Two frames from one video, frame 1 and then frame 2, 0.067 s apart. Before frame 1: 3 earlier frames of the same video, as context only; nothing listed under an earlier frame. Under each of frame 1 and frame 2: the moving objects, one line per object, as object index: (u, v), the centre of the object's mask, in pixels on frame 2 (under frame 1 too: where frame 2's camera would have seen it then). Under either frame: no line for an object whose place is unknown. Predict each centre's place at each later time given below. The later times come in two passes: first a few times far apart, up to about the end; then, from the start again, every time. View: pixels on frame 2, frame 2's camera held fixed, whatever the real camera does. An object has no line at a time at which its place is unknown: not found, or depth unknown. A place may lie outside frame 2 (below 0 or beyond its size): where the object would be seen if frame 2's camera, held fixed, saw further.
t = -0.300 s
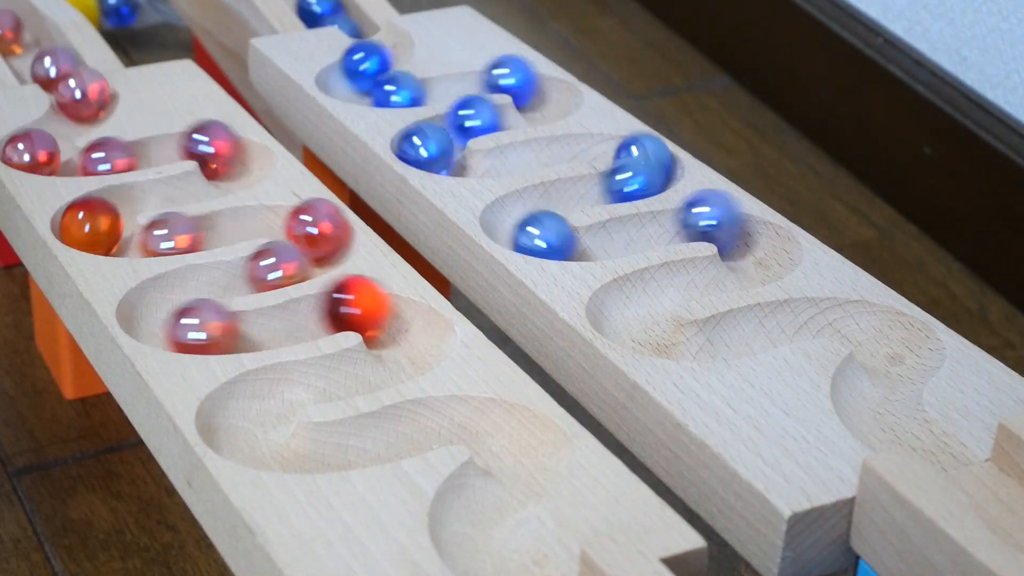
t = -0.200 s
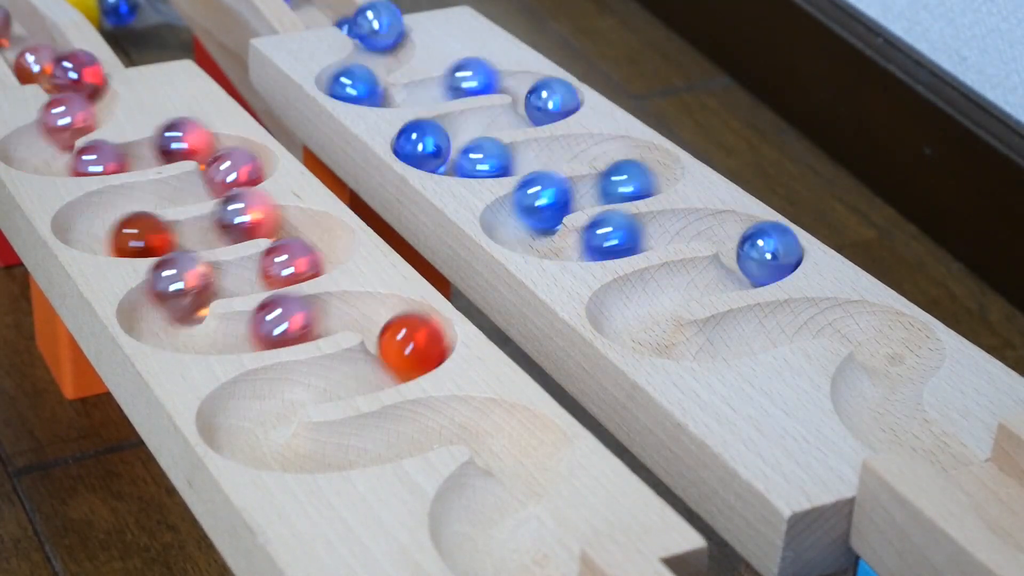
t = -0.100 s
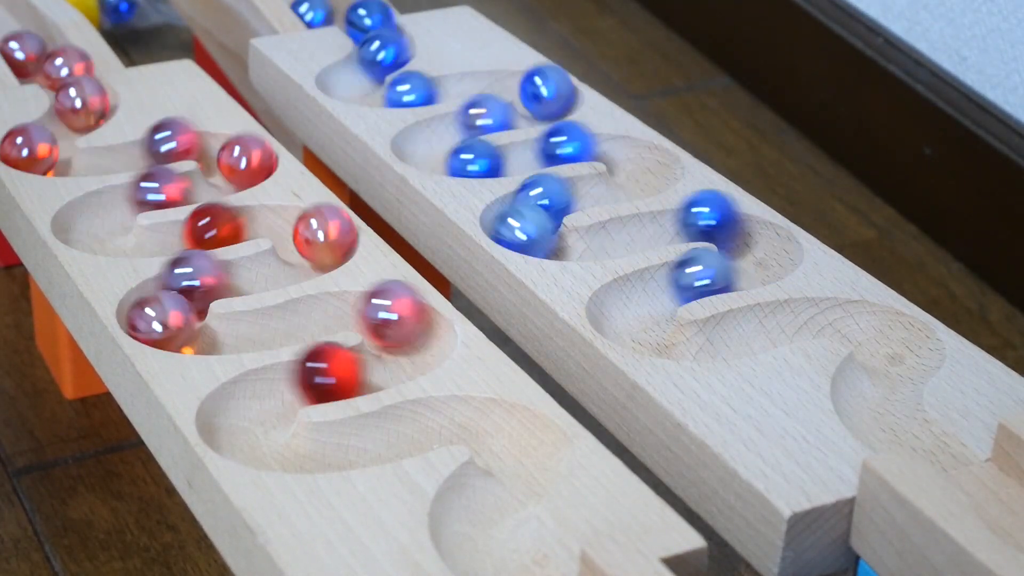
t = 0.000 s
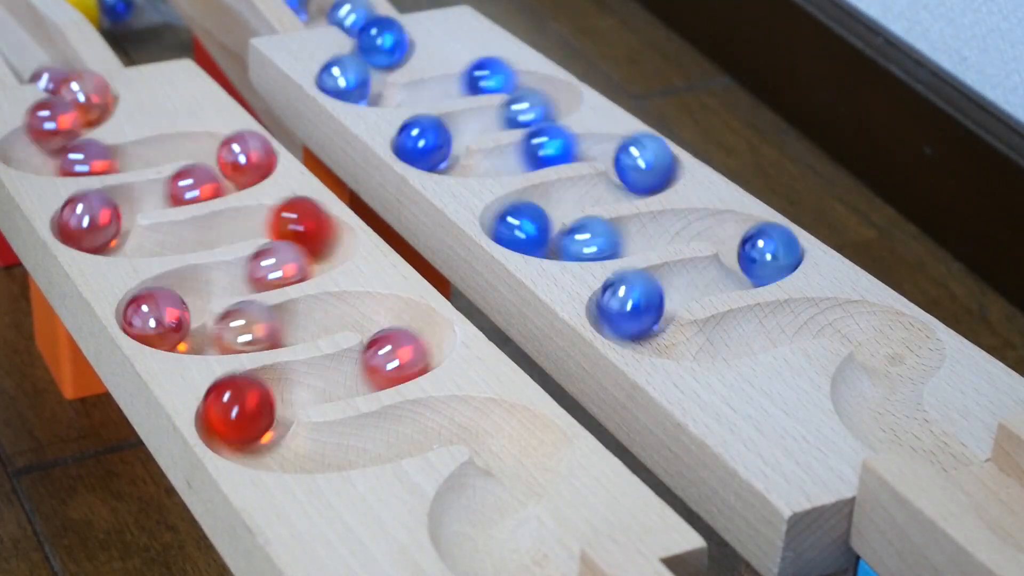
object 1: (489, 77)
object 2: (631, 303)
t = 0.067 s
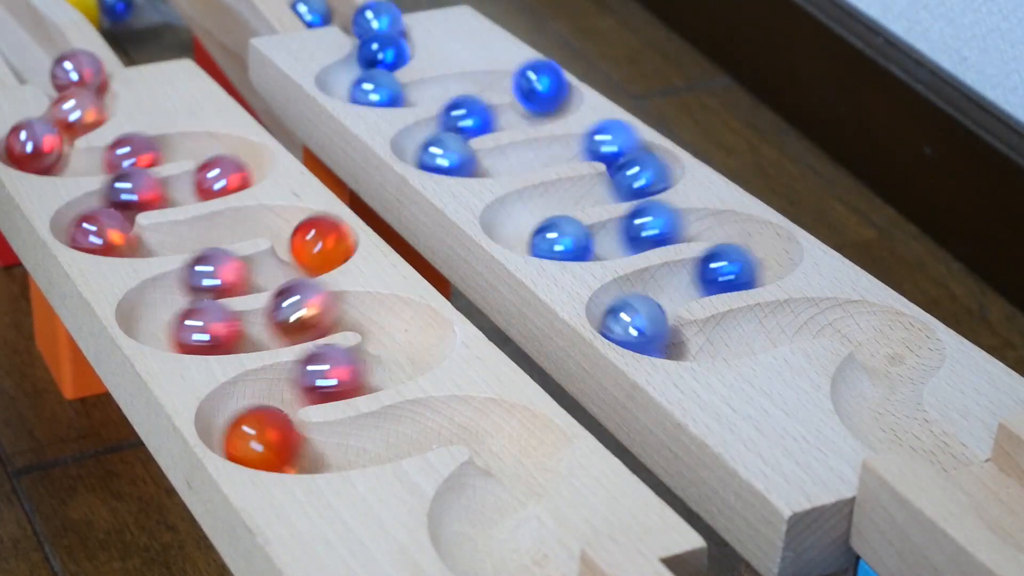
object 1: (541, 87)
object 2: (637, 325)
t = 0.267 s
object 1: (453, 125)
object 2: (784, 317)
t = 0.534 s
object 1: (541, 149)
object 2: (896, 419)
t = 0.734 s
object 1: (638, 178)
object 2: (1000, 498)
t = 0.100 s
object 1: (549, 97)
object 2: (660, 332)
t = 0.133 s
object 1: (551, 101)
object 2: (686, 336)
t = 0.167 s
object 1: (539, 107)
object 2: (709, 337)
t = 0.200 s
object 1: (511, 111)
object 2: (728, 335)
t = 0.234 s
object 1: (481, 116)
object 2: (750, 324)
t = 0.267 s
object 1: (453, 125)
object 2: (784, 317)
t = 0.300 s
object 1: (434, 136)
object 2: (824, 315)
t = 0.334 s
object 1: (422, 142)
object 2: (871, 313)
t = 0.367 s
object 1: (429, 150)
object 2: (900, 320)
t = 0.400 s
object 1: (450, 156)
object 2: (897, 349)
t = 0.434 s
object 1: (466, 158)
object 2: (877, 360)
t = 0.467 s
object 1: (487, 159)
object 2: (876, 385)
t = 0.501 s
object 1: (512, 155)
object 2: (879, 406)
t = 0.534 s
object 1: (541, 149)
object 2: (896, 419)
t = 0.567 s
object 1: (574, 143)
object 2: (936, 431)
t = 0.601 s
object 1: (609, 143)
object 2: (955, 435)
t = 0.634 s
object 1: (633, 152)
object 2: (970, 452)
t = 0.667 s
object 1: (646, 166)
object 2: (984, 468)
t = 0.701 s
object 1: (650, 171)
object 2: (993, 484)
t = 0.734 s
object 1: (638, 178)
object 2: (1000, 498)
